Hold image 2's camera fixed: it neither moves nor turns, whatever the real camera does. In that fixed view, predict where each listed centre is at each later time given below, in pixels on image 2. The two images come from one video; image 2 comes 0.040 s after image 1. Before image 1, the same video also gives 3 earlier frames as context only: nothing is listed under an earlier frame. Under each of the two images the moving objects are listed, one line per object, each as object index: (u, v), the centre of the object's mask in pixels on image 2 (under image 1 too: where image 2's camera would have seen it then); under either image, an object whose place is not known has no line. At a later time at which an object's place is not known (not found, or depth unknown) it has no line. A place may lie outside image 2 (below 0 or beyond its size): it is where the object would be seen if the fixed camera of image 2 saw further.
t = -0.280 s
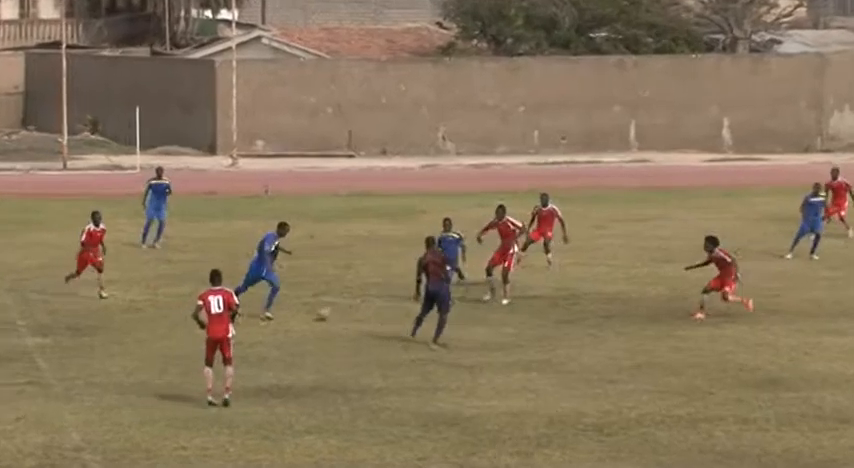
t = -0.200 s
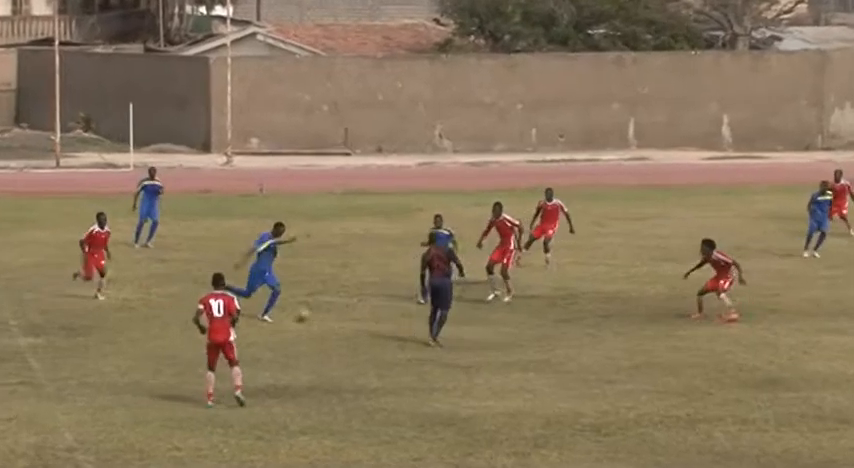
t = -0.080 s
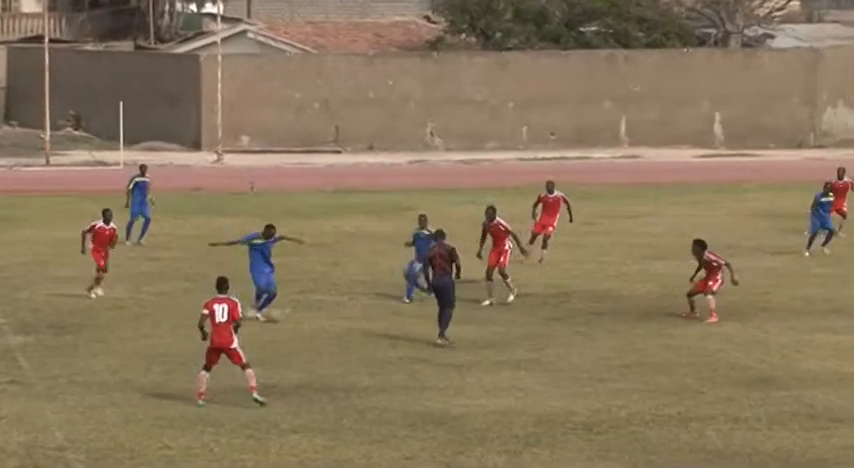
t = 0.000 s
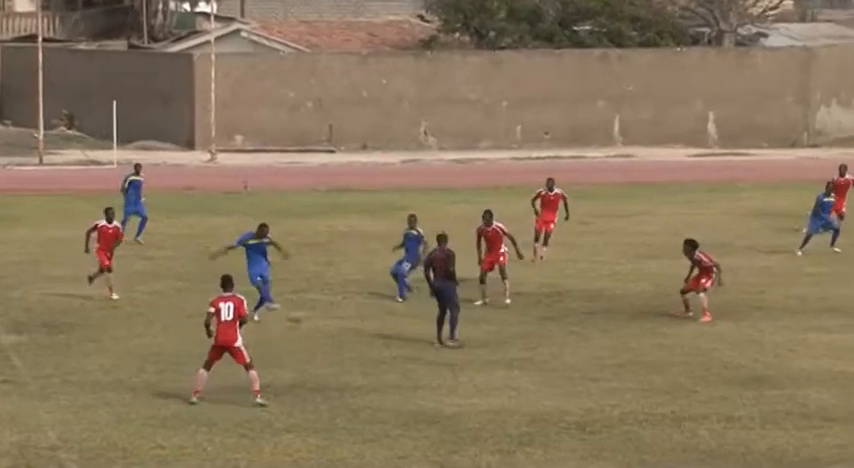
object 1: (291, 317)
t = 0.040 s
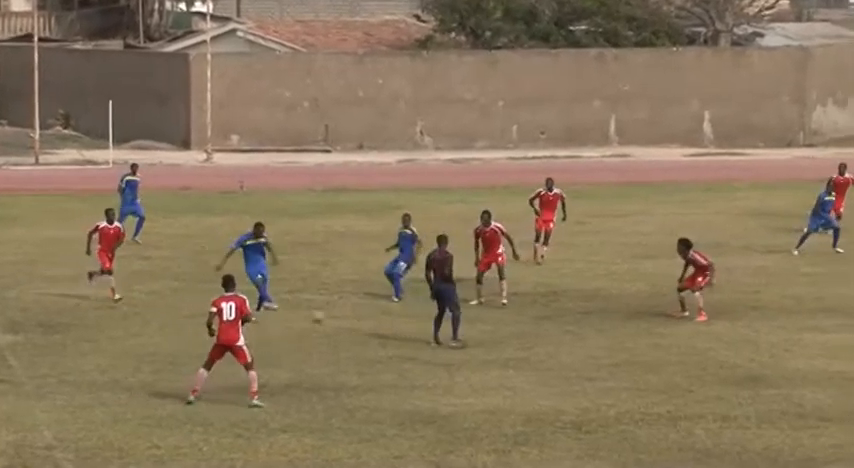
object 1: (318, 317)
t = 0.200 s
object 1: (426, 330)
